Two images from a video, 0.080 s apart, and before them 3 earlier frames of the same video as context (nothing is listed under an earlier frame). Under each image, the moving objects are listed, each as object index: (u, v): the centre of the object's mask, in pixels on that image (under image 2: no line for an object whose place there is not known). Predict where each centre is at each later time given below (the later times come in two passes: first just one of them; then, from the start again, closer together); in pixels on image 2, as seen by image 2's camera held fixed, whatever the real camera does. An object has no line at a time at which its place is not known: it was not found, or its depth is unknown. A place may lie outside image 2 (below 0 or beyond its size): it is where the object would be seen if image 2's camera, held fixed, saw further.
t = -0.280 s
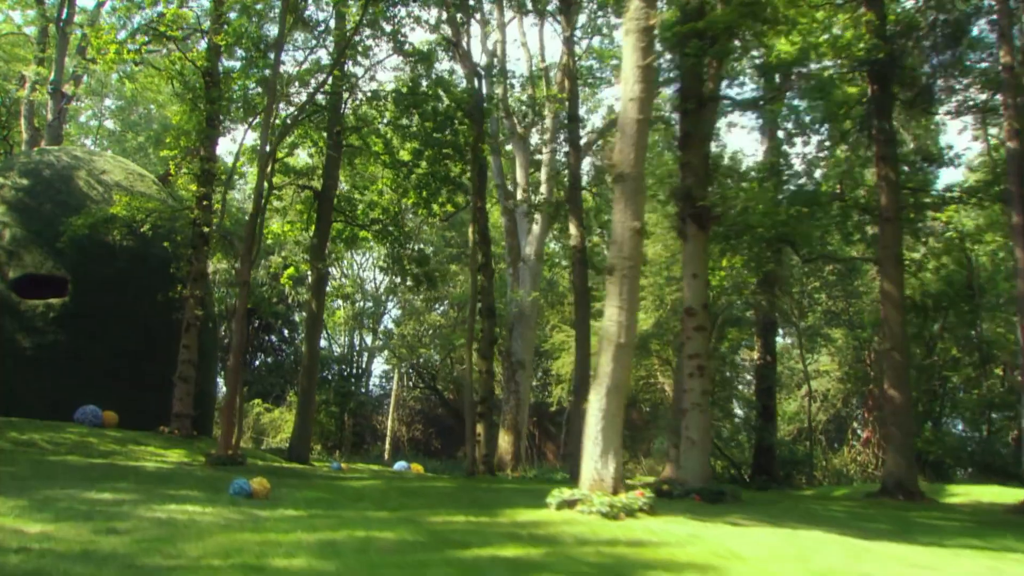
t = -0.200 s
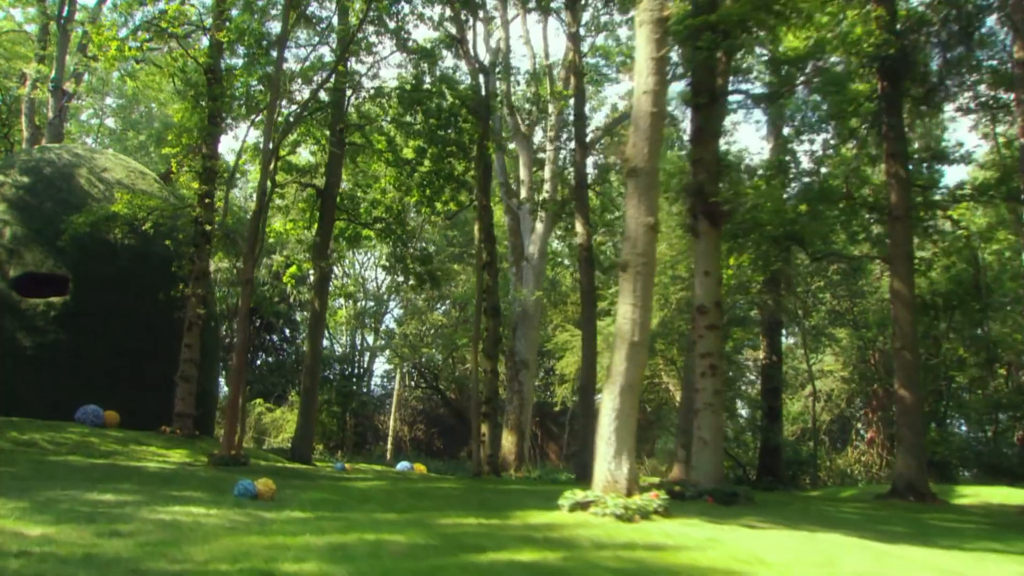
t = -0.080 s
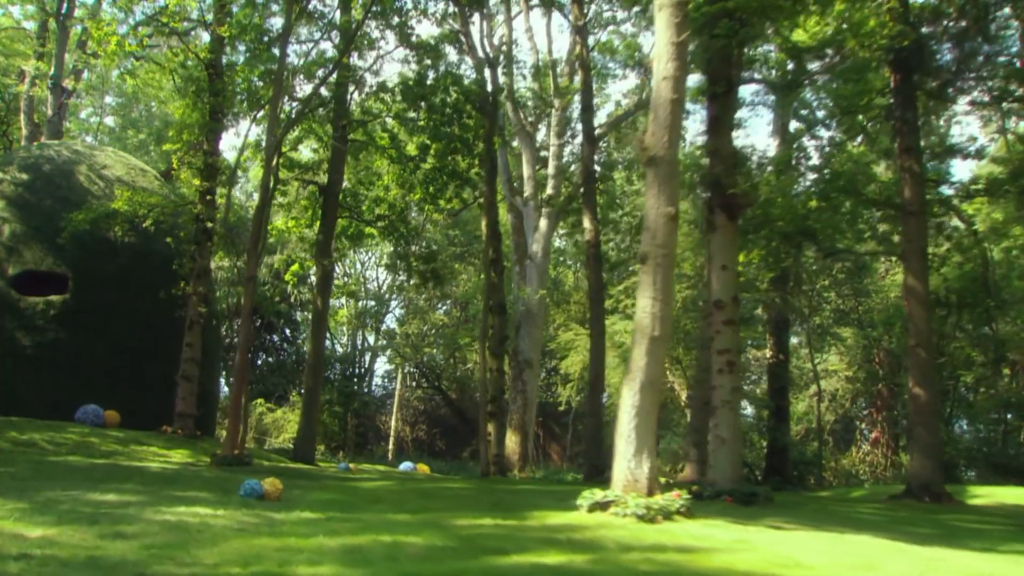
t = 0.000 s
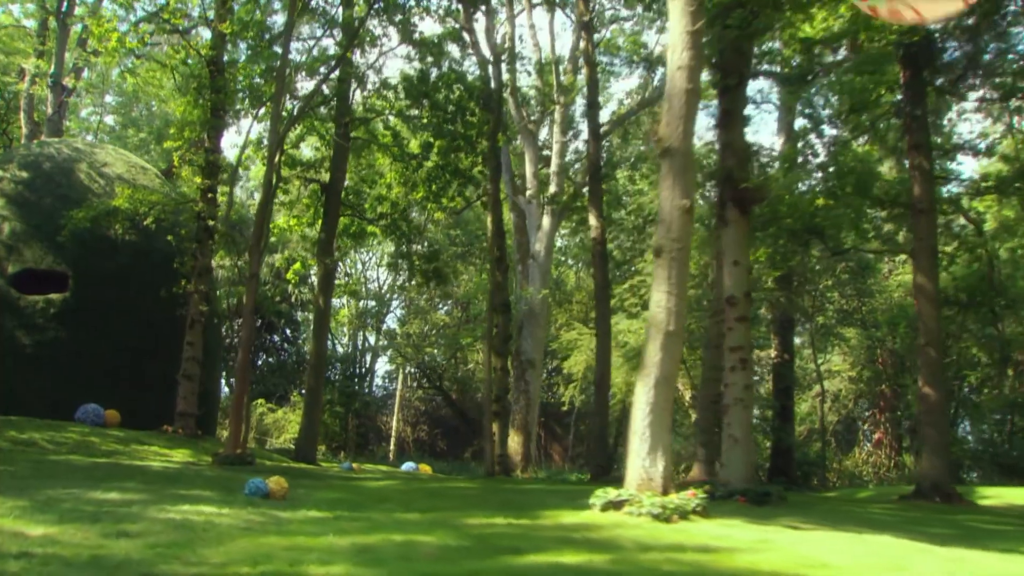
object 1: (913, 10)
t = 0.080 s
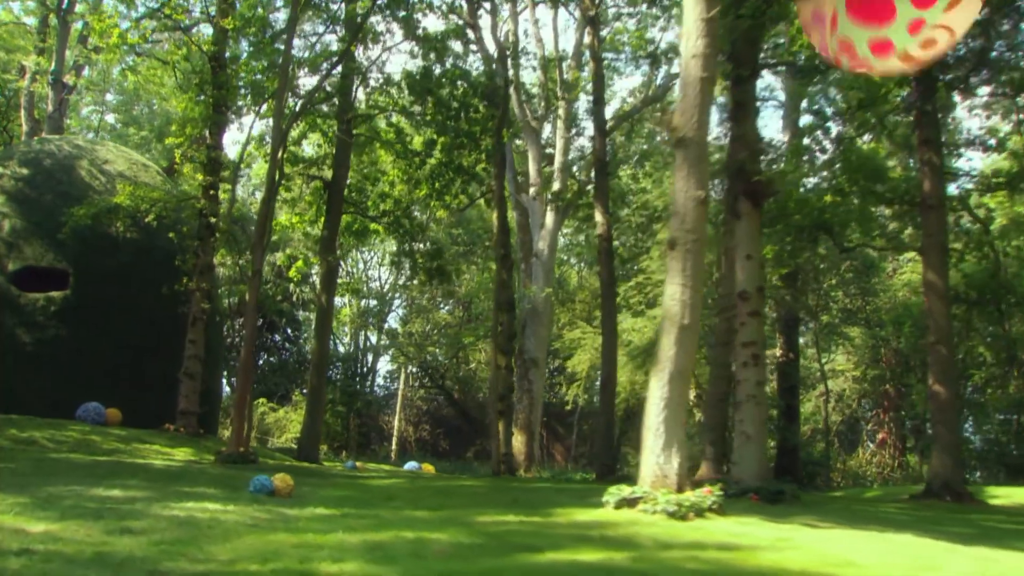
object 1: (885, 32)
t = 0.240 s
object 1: (807, 156)
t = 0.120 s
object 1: (865, 51)
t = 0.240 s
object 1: (807, 156)
